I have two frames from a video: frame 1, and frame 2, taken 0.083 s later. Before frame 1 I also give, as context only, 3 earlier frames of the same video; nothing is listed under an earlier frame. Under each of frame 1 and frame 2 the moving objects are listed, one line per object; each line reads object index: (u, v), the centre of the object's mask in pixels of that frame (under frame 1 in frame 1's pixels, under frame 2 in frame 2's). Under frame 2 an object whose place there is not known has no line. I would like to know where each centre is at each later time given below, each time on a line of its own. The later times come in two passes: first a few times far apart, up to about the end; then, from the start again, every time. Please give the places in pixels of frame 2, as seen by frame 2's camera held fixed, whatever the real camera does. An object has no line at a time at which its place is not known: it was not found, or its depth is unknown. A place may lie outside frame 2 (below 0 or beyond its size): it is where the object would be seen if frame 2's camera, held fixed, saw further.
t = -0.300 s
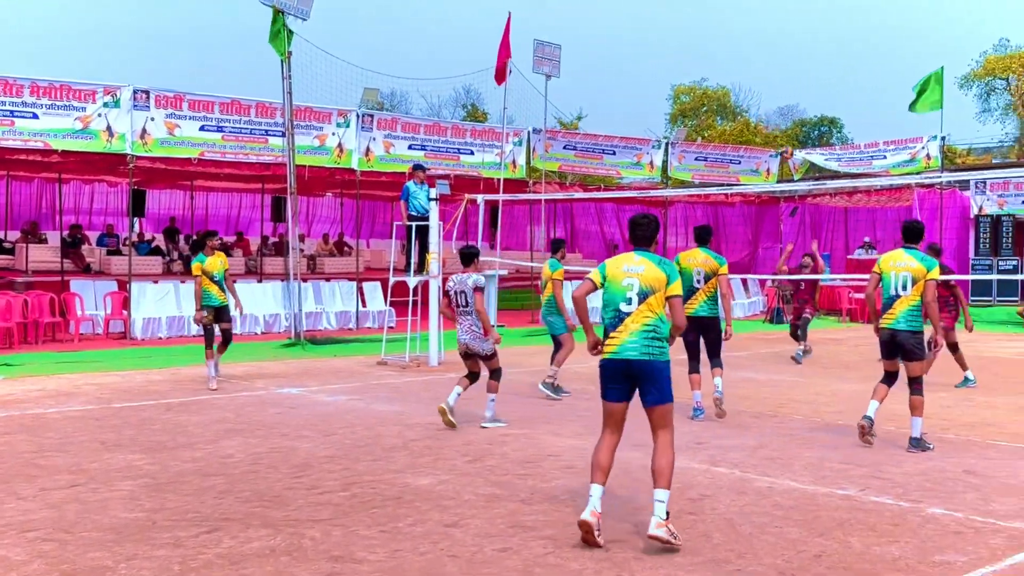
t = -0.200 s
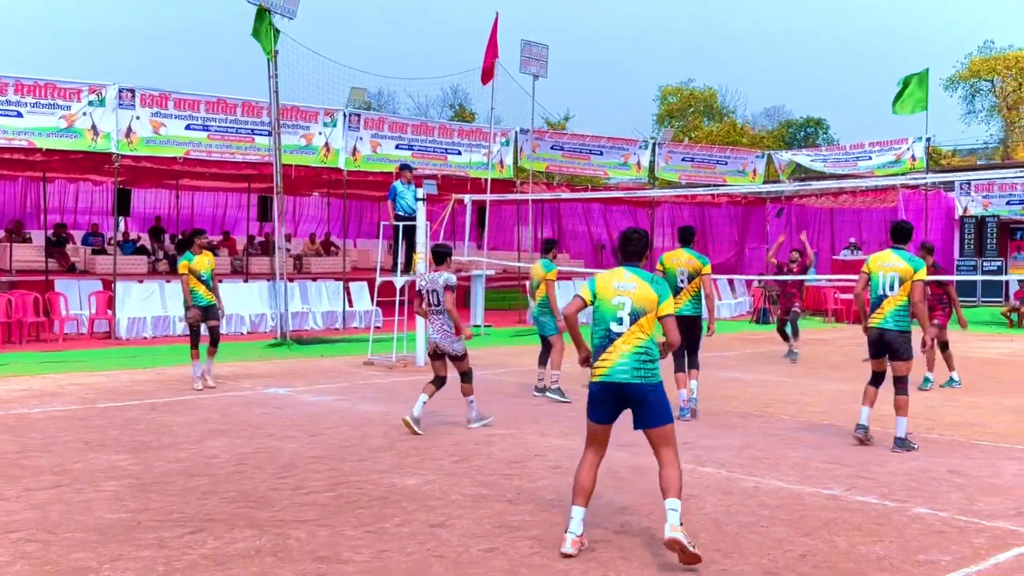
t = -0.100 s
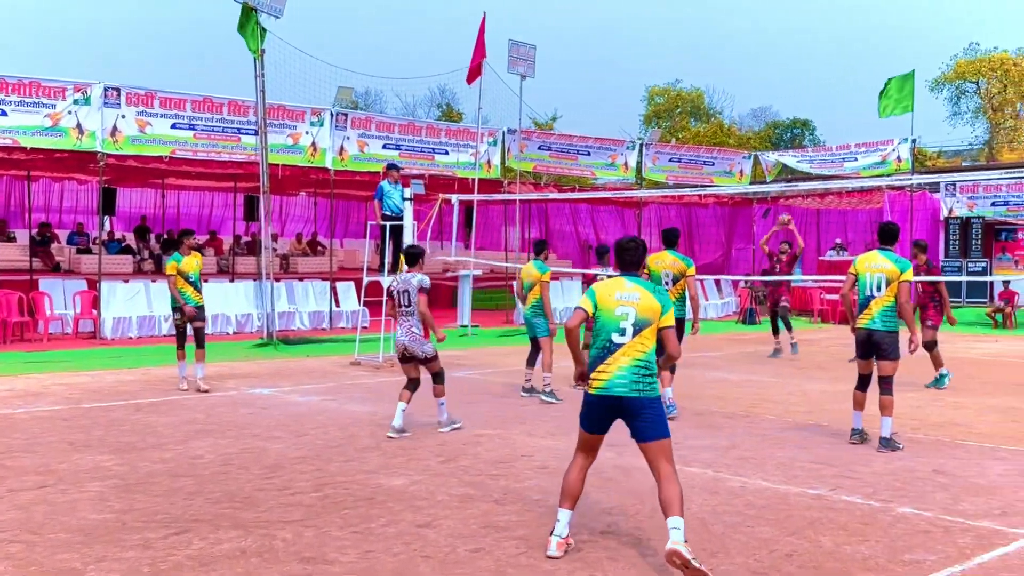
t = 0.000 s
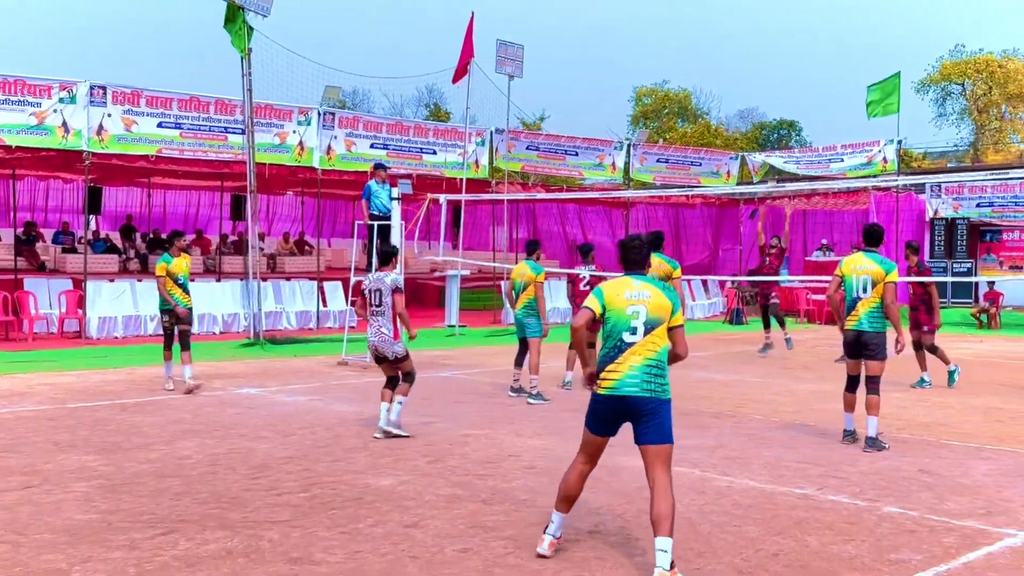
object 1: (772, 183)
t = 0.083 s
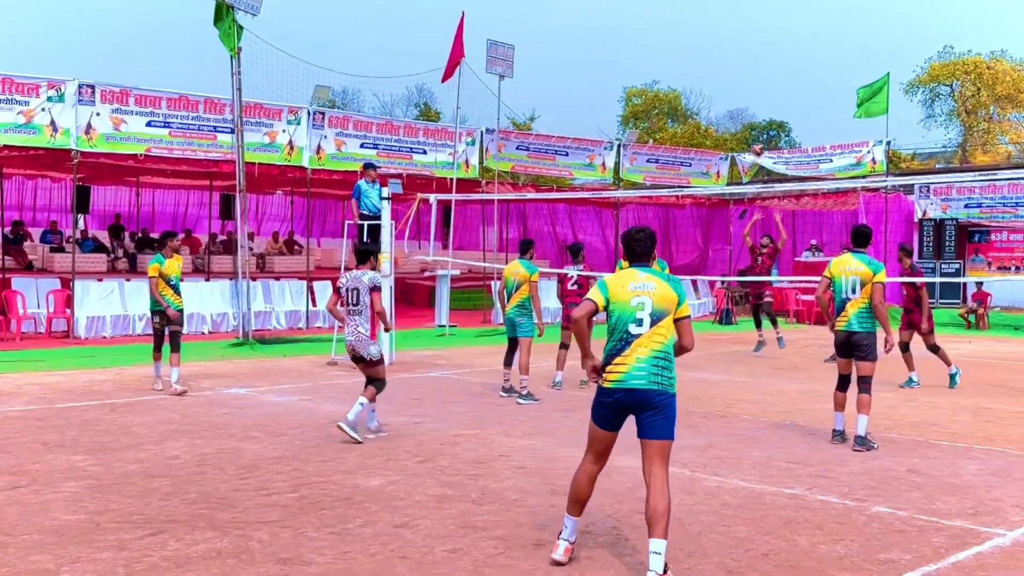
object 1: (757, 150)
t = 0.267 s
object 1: (751, 80)
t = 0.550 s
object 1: (742, 10)
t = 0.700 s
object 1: (733, -3)
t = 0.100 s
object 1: (757, 142)
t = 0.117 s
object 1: (757, 135)
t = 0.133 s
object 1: (755, 129)
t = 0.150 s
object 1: (756, 122)
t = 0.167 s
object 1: (755, 116)
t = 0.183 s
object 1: (754, 109)
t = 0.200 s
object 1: (754, 103)
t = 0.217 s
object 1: (753, 97)
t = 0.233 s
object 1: (753, 91)
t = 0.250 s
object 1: (752, 85)
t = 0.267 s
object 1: (751, 80)
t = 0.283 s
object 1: (751, 75)
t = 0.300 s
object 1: (750, 69)
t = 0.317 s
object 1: (750, 64)
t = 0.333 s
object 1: (749, 59)
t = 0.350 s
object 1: (749, 54)
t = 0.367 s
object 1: (748, 50)
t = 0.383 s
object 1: (748, 46)
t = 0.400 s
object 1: (747, 41)
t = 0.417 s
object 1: (746, 37)
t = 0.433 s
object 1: (746, 33)
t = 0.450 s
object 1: (745, 29)
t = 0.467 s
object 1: (744, 25)
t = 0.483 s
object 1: (744, 22)
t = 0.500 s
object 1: (743, 19)
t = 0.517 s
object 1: (743, 16)
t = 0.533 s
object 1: (742, 13)
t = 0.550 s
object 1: (742, 10)
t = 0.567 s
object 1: (741, 7)
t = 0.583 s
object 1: (740, 5)
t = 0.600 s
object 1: (739, 2)
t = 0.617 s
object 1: (738, 1)
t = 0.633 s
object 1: (737, 0)
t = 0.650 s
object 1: (736, -1)
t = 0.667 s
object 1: (736, -2)
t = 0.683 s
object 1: (734, -3)
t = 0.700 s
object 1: (733, -3)
